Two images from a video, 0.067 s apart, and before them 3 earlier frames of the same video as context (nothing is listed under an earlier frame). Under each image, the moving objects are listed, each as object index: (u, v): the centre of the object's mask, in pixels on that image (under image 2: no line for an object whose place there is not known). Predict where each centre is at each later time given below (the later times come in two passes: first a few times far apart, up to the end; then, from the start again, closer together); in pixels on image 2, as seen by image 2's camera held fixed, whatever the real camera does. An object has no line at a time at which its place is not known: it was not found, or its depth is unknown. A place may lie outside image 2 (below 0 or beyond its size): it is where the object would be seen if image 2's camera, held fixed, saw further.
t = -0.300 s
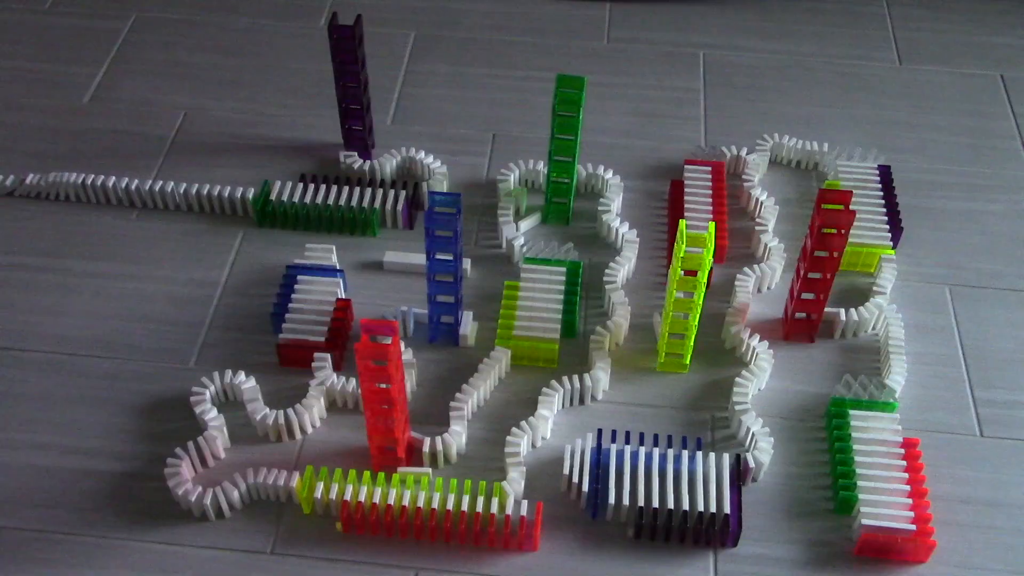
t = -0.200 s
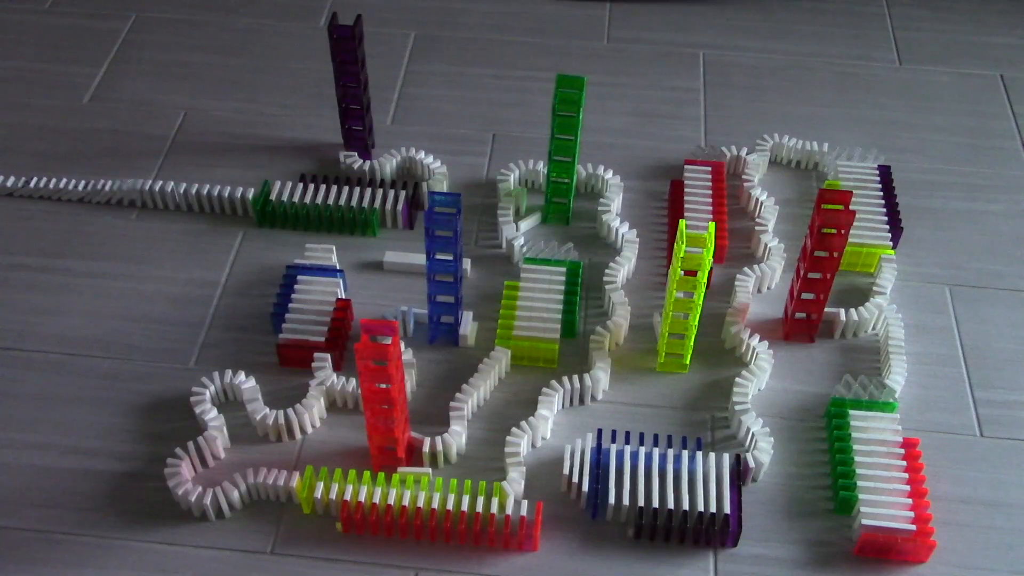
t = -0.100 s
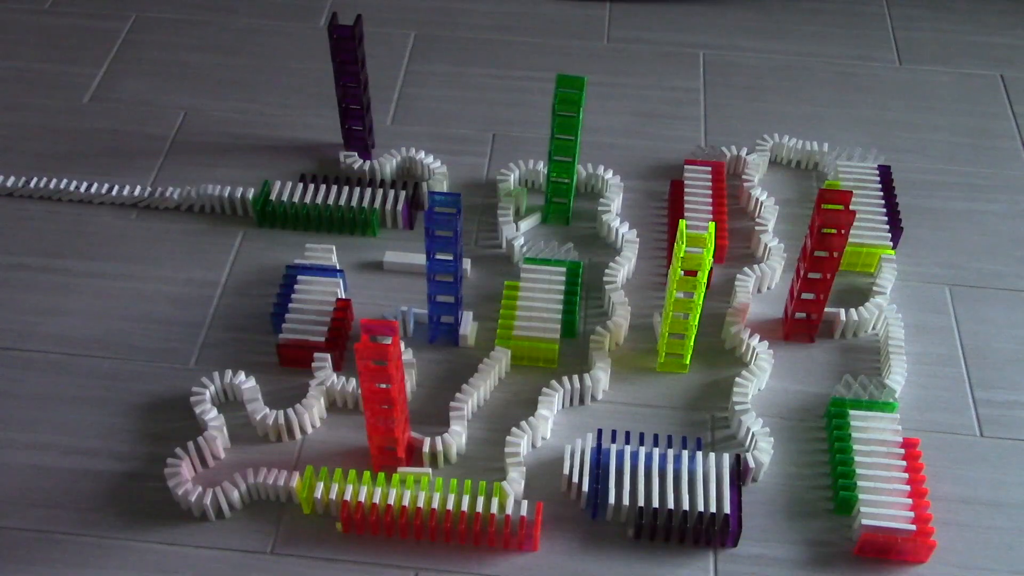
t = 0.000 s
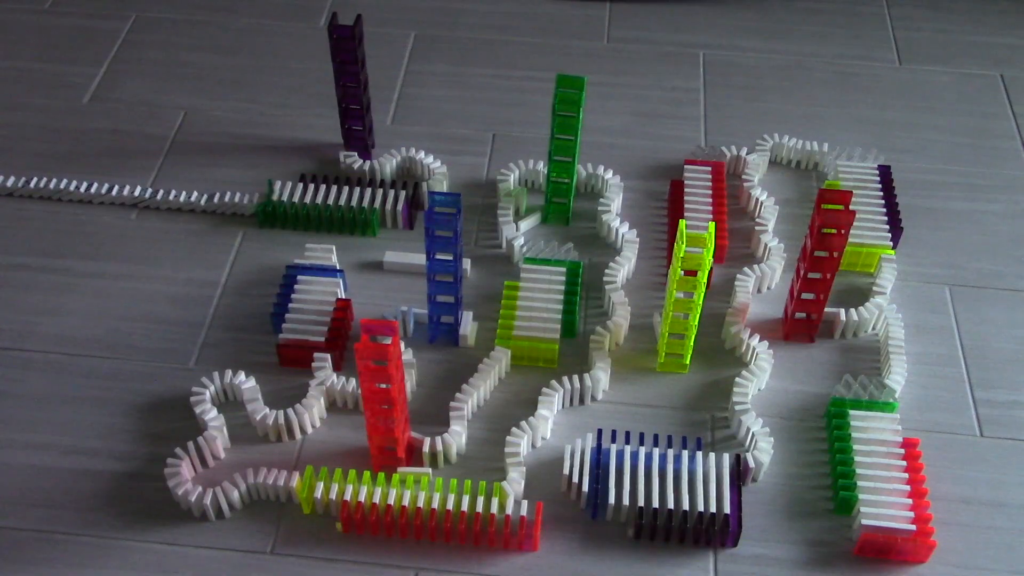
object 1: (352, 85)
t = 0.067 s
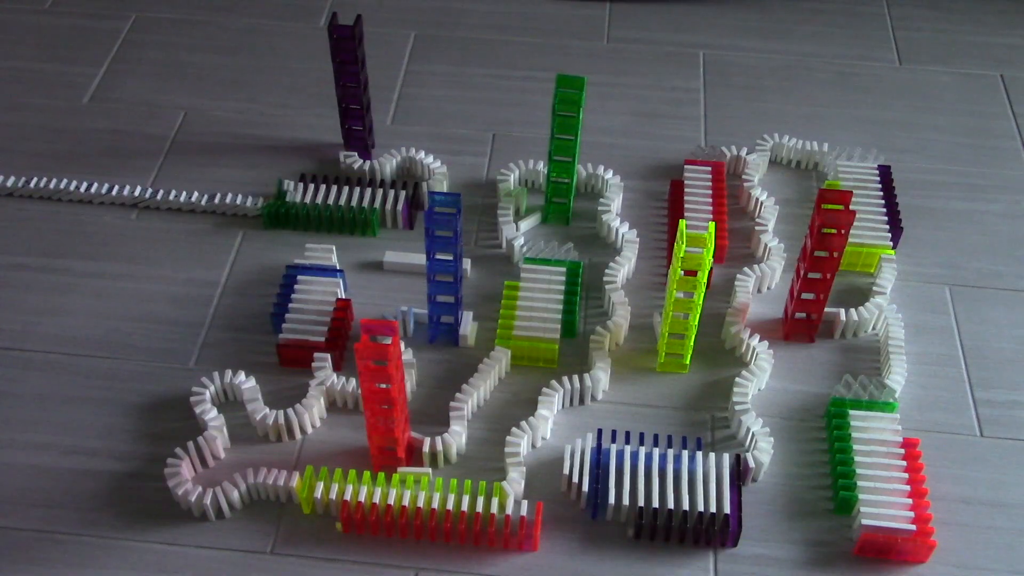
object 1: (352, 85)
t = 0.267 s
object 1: (352, 85)
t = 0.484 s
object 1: (352, 85)
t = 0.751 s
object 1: (352, 85)
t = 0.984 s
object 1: (350, 91)
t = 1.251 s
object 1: (345, 161)
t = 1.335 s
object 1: (340, 190)
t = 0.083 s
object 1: (352, 85)
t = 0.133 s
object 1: (352, 85)
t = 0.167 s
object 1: (352, 85)
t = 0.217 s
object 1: (352, 85)
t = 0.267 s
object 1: (352, 85)
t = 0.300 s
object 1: (352, 85)
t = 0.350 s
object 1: (352, 85)
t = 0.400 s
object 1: (352, 85)
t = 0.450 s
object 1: (352, 85)
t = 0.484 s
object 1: (352, 85)
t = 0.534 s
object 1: (352, 85)
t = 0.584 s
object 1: (352, 85)
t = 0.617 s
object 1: (352, 85)
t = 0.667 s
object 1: (352, 85)
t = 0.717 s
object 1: (352, 86)
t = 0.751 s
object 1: (352, 85)
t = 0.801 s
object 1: (352, 85)
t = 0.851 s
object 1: (352, 85)
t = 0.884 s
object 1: (351, 86)
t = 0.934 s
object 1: (351, 88)
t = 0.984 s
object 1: (350, 91)
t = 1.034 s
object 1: (348, 95)
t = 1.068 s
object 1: (347, 99)
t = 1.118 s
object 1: (345, 109)
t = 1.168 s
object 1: (344, 124)
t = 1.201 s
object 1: (344, 140)
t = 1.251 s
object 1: (345, 161)
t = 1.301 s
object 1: (342, 179)
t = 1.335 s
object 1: (340, 190)
